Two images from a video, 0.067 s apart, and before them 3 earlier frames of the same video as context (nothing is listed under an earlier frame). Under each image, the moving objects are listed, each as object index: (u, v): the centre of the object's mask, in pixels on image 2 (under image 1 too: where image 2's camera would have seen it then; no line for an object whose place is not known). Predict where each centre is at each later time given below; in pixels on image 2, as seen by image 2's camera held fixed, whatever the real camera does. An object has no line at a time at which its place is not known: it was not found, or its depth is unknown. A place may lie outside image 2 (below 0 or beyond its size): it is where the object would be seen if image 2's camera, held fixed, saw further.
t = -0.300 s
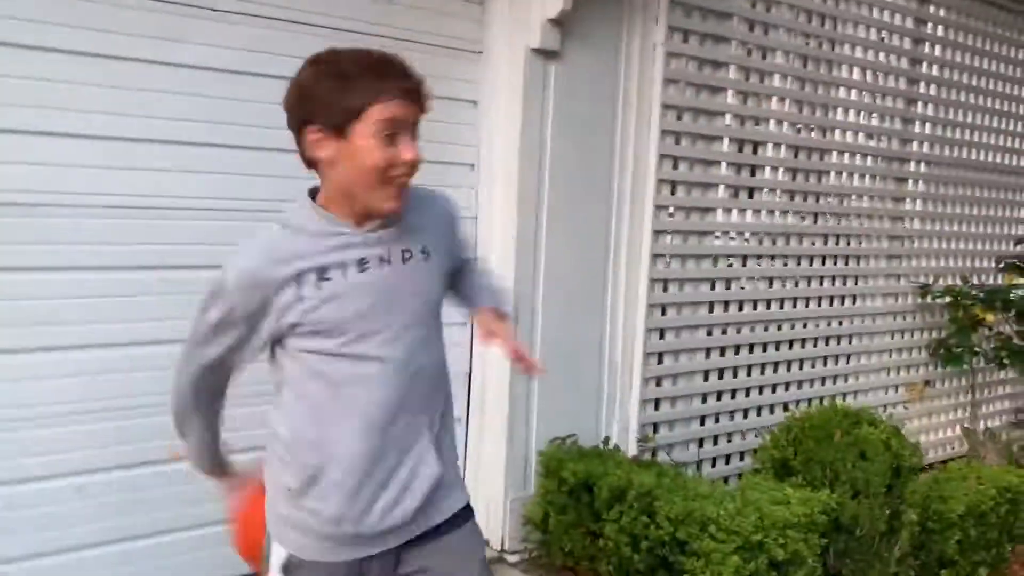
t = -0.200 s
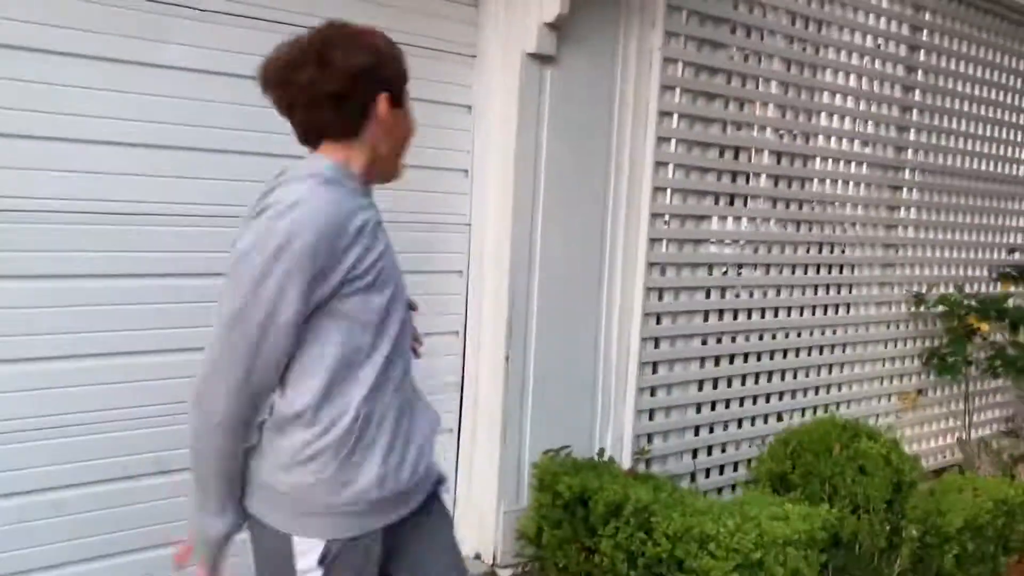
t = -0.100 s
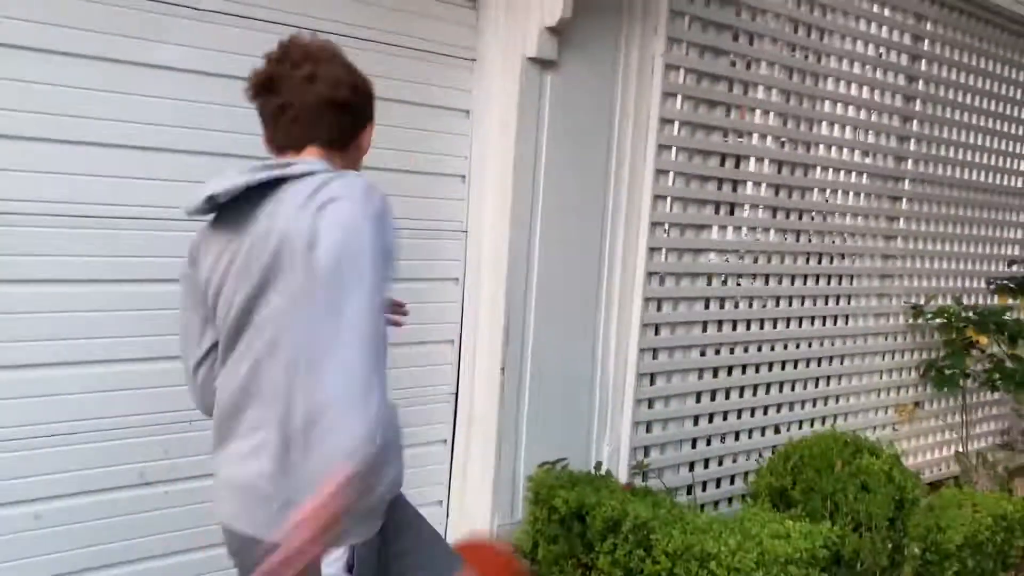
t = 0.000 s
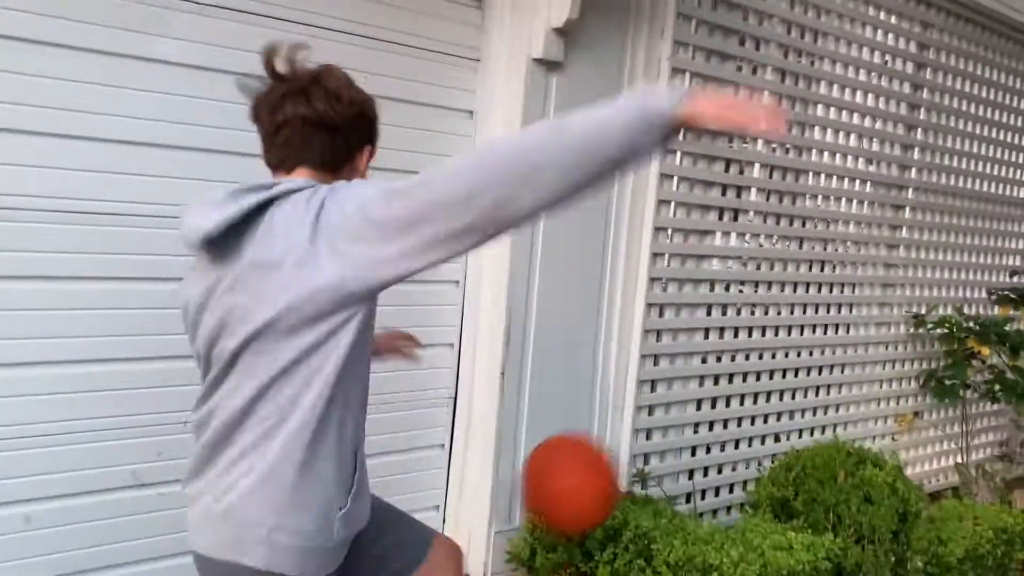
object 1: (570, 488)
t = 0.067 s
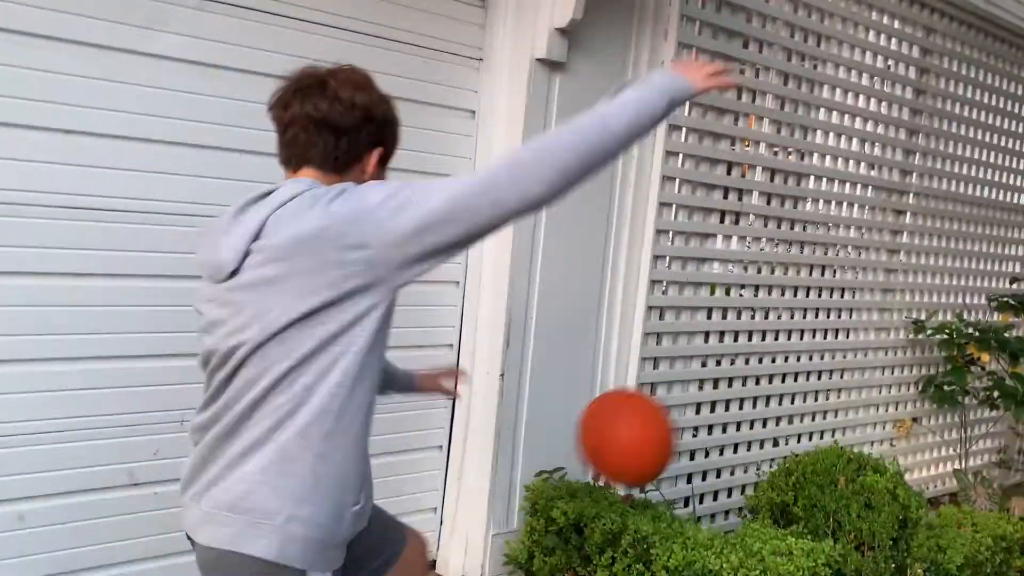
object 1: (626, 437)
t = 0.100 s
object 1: (652, 420)
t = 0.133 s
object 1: (679, 408)
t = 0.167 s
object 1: (701, 399)
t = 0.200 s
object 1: (724, 396)
